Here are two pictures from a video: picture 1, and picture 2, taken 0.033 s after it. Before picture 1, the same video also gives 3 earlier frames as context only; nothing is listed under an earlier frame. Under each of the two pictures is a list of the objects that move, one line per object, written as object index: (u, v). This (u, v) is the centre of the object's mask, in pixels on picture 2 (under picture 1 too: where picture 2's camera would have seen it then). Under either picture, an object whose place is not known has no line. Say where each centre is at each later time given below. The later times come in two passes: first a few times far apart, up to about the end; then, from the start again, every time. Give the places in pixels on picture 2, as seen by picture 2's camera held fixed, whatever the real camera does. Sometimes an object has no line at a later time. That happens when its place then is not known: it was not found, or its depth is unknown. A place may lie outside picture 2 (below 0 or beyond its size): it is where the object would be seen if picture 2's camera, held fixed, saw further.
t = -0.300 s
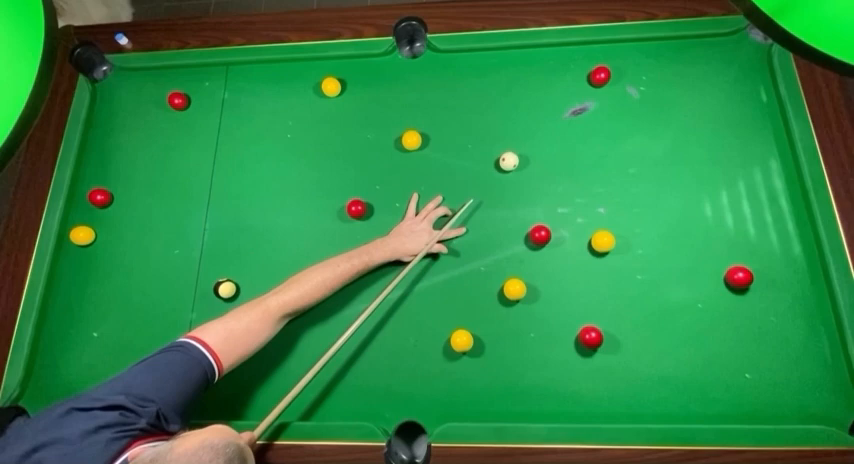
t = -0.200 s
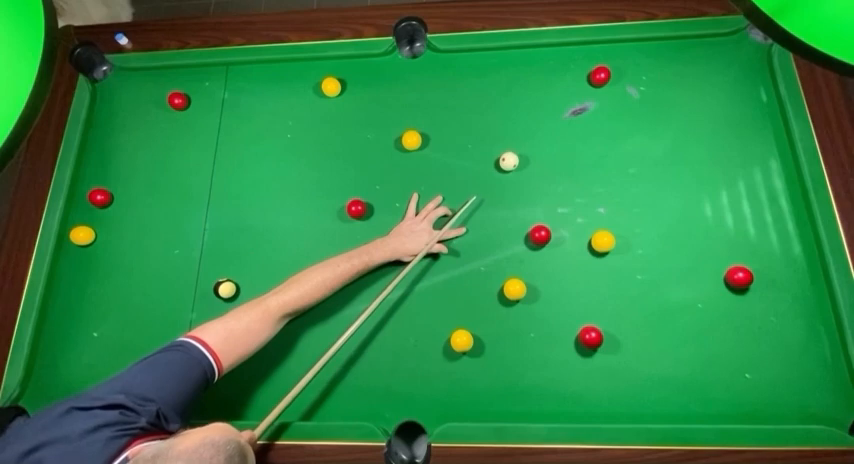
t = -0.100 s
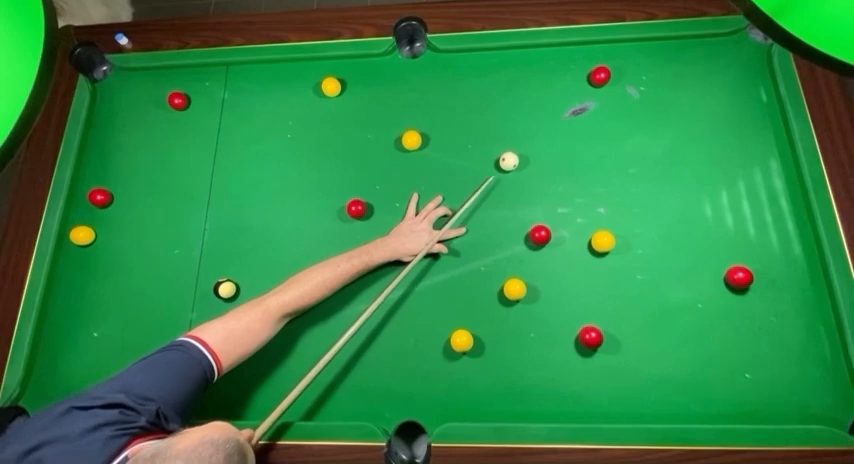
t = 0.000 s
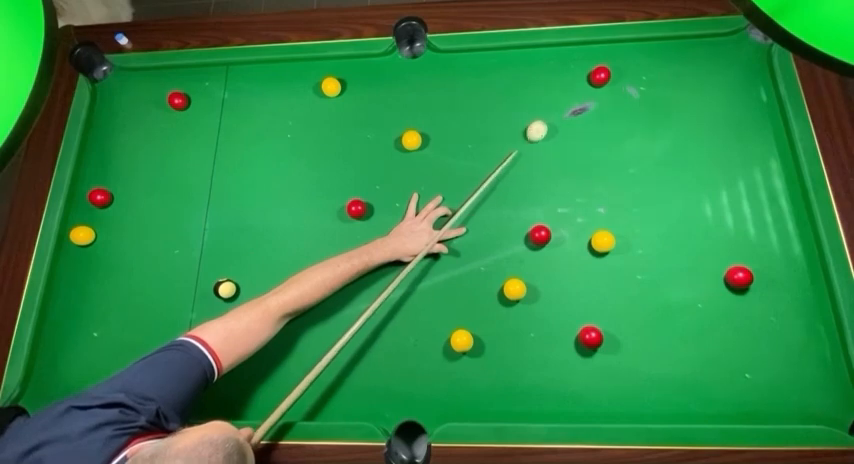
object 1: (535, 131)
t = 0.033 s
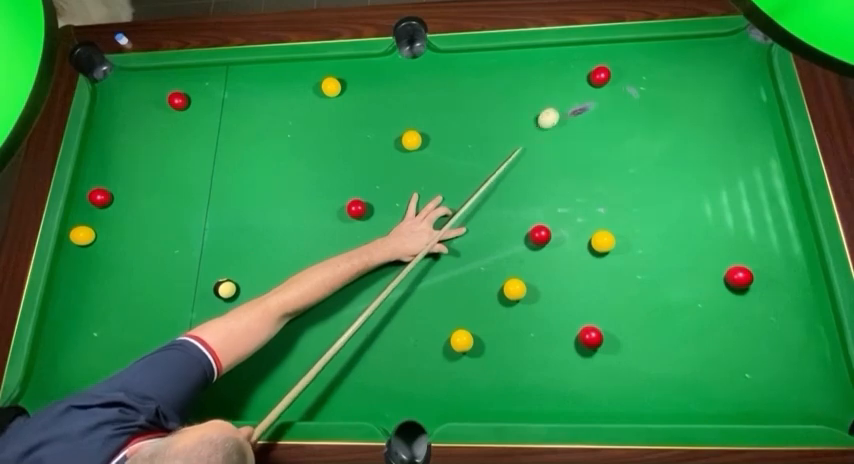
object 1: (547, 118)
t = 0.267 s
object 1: (574, 59)
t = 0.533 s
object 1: (561, 77)
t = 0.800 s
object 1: (546, 109)
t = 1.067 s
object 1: (531, 141)
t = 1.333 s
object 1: (518, 171)
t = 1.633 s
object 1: (504, 204)
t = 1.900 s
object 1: (492, 232)
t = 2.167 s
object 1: (481, 257)
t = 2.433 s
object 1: (471, 281)
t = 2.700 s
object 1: (464, 300)
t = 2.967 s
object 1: (456, 319)
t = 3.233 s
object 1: (447, 323)
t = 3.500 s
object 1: (441, 326)
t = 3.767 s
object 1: (438, 326)
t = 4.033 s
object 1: (437, 327)
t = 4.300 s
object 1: (437, 327)
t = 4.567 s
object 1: (437, 327)
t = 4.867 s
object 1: (437, 327)
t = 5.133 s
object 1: (437, 327)
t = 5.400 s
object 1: (437, 327)
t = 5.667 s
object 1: (437, 327)
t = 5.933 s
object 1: (437, 327)
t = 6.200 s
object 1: (437, 327)
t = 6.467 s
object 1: (437, 327)
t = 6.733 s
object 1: (437, 327)
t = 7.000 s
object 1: (437, 327)
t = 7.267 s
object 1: (437, 327)
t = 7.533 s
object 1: (437, 327)
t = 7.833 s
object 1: (437, 327)
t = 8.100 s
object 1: (437, 327)
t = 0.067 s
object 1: (557, 107)
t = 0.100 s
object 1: (567, 96)
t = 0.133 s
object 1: (576, 86)
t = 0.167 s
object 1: (580, 79)
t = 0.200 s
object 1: (577, 72)
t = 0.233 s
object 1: (575, 66)
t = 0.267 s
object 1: (574, 59)
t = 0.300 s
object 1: (573, 53)
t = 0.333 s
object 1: (572, 51)
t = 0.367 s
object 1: (570, 56)
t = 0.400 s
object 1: (568, 60)
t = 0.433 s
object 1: (566, 64)
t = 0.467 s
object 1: (565, 68)
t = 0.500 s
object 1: (562, 72)
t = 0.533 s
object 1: (561, 77)
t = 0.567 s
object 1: (559, 81)
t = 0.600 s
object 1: (557, 85)
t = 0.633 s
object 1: (555, 89)
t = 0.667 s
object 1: (553, 93)
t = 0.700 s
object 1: (552, 97)
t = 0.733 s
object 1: (549, 101)
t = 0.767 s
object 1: (548, 105)
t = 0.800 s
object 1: (546, 109)
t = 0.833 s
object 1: (544, 114)
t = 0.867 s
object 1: (542, 117)
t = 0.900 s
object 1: (541, 121)
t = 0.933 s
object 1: (539, 125)
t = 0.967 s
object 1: (537, 129)
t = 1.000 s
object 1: (535, 133)
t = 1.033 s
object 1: (533, 137)
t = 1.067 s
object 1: (531, 141)
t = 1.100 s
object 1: (530, 145)
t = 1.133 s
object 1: (528, 149)
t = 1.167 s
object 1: (526, 152)
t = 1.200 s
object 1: (524, 156)
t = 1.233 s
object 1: (523, 160)
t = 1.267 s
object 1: (521, 164)
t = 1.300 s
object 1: (519, 167)
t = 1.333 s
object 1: (518, 171)
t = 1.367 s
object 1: (516, 175)
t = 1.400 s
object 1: (515, 179)
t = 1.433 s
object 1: (513, 182)
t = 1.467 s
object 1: (511, 186)
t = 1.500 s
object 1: (510, 189)
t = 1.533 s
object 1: (508, 193)
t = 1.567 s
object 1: (507, 197)
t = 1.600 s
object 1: (505, 200)
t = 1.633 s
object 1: (504, 204)
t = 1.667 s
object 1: (503, 207)
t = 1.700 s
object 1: (501, 211)
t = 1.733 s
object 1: (499, 214)
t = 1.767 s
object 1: (498, 218)
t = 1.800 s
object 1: (496, 221)
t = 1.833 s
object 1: (495, 225)
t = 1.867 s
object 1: (493, 228)
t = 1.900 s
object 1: (492, 232)
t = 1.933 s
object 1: (491, 235)
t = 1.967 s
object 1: (489, 238)
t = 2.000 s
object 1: (488, 241)
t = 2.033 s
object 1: (487, 245)
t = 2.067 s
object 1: (485, 248)
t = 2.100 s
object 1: (484, 251)
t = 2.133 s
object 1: (483, 254)
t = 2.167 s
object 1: (481, 257)
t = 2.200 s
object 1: (480, 260)
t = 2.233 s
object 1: (479, 263)
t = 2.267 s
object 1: (477, 266)
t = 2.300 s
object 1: (476, 269)
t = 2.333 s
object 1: (475, 272)
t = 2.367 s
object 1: (473, 275)
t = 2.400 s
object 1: (472, 278)
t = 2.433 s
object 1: (471, 281)
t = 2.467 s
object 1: (470, 284)
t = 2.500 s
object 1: (469, 286)
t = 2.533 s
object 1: (467, 289)
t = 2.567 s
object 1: (469, 290)
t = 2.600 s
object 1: (467, 292)
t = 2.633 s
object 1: (466, 295)
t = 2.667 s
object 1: (465, 297)
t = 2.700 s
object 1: (464, 300)
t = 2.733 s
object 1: (463, 302)
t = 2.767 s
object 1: (462, 305)
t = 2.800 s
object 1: (461, 307)
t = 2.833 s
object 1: (460, 310)
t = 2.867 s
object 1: (459, 312)
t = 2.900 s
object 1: (458, 314)
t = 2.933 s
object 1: (457, 316)
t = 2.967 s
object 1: (456, 319)
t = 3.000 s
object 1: (455, 320)
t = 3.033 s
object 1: (454, 320)
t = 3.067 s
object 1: (452, 320)
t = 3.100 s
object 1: (452, 321)
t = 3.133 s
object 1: (450, 321)
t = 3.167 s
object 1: (449, 322)
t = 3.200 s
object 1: (448, 322)
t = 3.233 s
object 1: (447, 323)
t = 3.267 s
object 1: (446, 323)
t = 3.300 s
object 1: (445, 324)
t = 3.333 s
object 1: (445, 324)
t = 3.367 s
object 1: (444, 325)
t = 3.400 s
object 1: (443, 325)
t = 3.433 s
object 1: (443, 325)
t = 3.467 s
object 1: (442, 325)
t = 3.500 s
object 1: (441, 326)
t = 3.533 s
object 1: (441, 326)
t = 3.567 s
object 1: (440, 326)
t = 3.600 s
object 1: (440, 326)
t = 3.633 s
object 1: (439, 326)
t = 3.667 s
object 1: (439, 326)
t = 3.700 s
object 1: (438, 326)
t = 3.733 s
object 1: (438, 326)
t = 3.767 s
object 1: (438, 326)
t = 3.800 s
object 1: (438, 326)
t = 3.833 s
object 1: (438, 326)
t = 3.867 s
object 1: (437, 326)
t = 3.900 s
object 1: (437, 327)
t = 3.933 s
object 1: (437, 326)
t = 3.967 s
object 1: (437, 327)
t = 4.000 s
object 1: (437, 327)
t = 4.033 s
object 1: (437, 327)
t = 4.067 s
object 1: (437, 327)
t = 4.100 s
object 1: (437, 327)
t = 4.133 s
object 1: (437, 327)
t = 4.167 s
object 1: (437, 327)
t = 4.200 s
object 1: (437, 327)
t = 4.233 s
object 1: (437, 327)
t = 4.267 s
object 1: (437, 327)
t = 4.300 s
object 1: (437, 327)
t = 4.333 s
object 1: (437, 327)
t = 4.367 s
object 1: (437, 327)
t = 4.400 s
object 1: (437, 327)
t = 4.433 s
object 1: (437, 327)
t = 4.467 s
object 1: (437, 327)
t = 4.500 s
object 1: (437, 327)
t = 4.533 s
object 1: (437, 327)
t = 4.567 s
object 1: (437, 327)
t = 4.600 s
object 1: (437, 327)
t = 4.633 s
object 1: (437, 327)
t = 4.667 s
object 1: (437, 327)
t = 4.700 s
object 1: (437, 327)
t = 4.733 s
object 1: (437, 327)
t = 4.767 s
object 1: (437, 327)
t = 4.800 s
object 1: (437, 327)
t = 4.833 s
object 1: (437, 327)
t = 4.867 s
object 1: (437, 327)
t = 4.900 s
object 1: (437, 327)
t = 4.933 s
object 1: (437, 327)
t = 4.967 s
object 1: (437, 327)
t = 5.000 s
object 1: (437, 327)
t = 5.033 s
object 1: (437, 327)
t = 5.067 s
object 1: (437, 327)
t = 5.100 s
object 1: (437, 327)
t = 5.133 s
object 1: (437, 327)
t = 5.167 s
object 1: (437, 327)
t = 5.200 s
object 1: (437, 327)
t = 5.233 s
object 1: (437, 327)
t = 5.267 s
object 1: (437, 327)
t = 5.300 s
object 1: (438, 327)
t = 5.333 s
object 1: (437, 327)
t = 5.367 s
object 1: (437, 327)
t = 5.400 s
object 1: (437, 327)
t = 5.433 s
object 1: (437, 327)
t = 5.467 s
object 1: (437, 327)
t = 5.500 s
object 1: (437, 327)
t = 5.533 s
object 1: (437, 327)
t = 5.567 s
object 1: (437, 327)
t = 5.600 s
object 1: (437, 327)
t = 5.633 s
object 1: (437, 327)
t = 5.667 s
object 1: (437, 327)
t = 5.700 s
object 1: (437, 327)
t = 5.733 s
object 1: (437, 327)
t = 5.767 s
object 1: (437, 327)
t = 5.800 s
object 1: (437, 327)
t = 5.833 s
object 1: (437, 327)
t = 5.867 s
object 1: (437, 327)
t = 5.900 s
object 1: (437, 327)
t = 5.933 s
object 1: (437, 327)
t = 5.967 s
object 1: (437, 327)
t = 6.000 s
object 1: (437, 327)
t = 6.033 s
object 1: (437, 327)
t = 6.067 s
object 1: (437, 327)
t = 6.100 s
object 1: (437, 327)
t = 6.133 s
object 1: (437, 327)
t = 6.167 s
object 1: (437, 327)
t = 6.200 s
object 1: (437, 327)
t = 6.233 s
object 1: (437, 327)
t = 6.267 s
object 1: (437, 327)
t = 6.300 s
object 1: (437, 327)
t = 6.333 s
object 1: (437, 327)
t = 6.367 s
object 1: (437, 327)
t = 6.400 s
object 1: (437, 327)
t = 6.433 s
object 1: (437, 327)
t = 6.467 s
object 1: (437, 327)
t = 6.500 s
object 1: (437, 327)
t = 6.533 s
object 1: (437, 327)
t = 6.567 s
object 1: (437, 327)
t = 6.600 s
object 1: (437, 327)
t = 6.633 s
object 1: (437, 327)
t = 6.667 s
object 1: (437, 327)
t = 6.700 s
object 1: (437, 327)
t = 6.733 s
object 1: (437, 327)
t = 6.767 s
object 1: (437, 327)
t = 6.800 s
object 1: (437, 327)
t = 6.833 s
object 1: (437, 327)
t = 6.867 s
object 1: (437, 327)
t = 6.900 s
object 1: (437, 327)
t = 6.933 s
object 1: (437, 327)
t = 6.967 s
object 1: (437, 327)
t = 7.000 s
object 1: (437, 327)
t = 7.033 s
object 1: (437, 327)
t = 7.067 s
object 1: (437, 327)
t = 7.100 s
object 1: (437, 327)
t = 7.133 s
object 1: (437, 327)
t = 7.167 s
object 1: (437, 327)
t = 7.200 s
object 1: (437, 327)
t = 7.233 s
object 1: (437, 327)
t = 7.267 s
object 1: (437, 327)
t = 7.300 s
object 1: (437, 327)
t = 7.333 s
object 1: (437, 327)
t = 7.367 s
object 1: (437, 327)
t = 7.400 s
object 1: (437, 327)
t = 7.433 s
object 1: (437, 327)
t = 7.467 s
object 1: (437, 327)
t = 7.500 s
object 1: (437, 327)
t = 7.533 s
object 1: (437, 327)
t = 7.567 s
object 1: (437, 327)
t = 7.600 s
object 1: (437, 327)
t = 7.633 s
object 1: (437, 327)
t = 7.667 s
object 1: (437, 327)
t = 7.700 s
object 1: (437, 327)
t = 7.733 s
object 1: (437, 327)
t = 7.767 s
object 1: (437, 327)
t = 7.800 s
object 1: (437, 327)
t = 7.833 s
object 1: (437, 327)
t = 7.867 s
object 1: (437, 327)
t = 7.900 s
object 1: (437, 327)
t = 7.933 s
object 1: (437, 327)
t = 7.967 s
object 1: (437, 327)
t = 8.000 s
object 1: (437, 327)
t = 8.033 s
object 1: (437, 327)
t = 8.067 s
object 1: (437, 327)
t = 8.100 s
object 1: (437, 327)
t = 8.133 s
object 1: (437, 327)
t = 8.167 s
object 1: (437, 327)
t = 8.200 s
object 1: (437, 327)
